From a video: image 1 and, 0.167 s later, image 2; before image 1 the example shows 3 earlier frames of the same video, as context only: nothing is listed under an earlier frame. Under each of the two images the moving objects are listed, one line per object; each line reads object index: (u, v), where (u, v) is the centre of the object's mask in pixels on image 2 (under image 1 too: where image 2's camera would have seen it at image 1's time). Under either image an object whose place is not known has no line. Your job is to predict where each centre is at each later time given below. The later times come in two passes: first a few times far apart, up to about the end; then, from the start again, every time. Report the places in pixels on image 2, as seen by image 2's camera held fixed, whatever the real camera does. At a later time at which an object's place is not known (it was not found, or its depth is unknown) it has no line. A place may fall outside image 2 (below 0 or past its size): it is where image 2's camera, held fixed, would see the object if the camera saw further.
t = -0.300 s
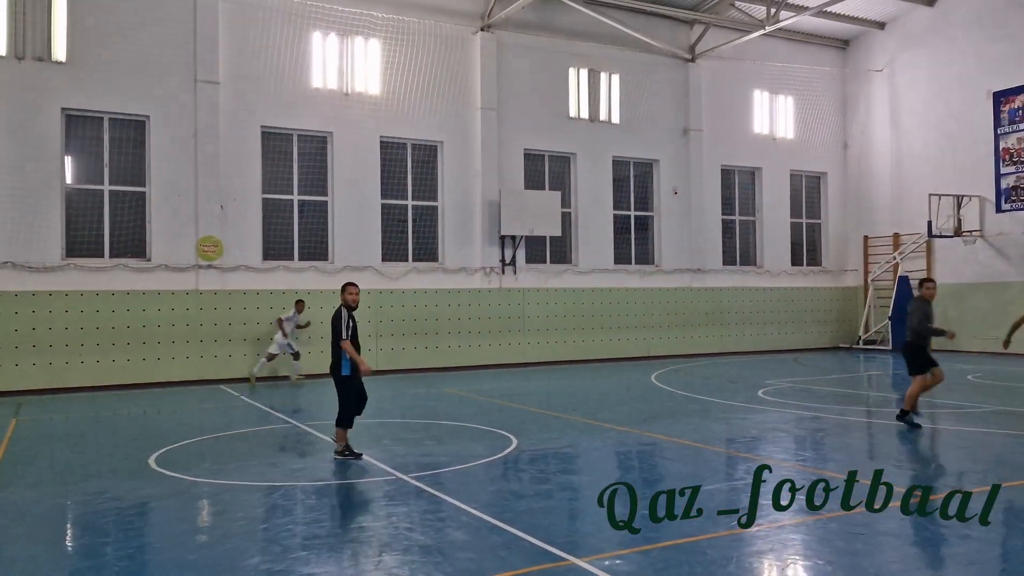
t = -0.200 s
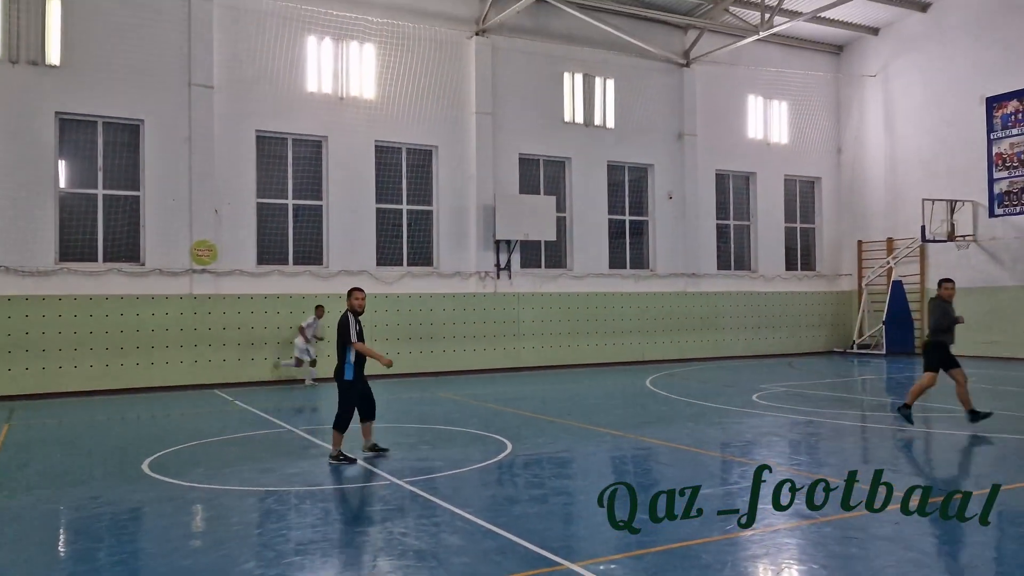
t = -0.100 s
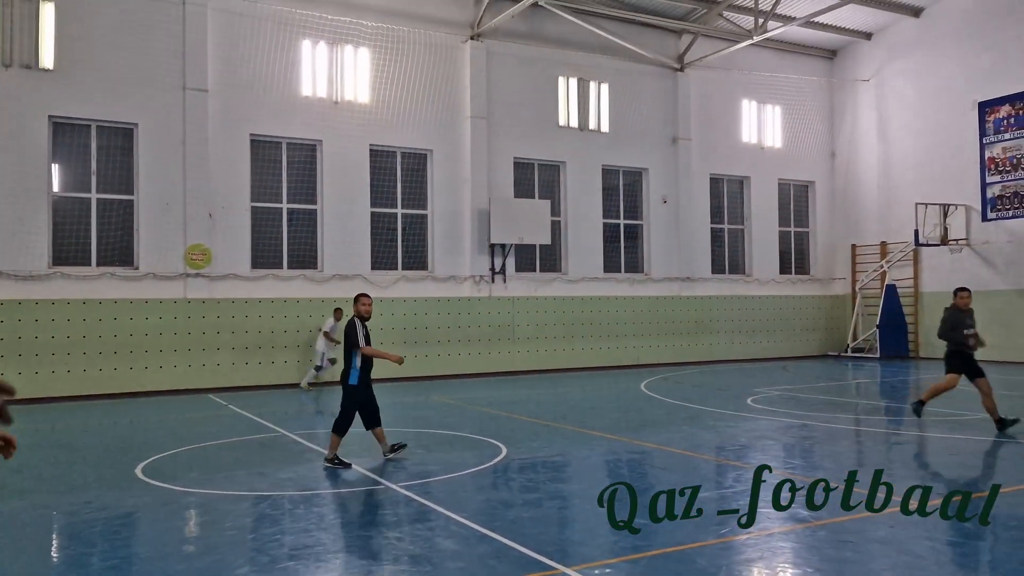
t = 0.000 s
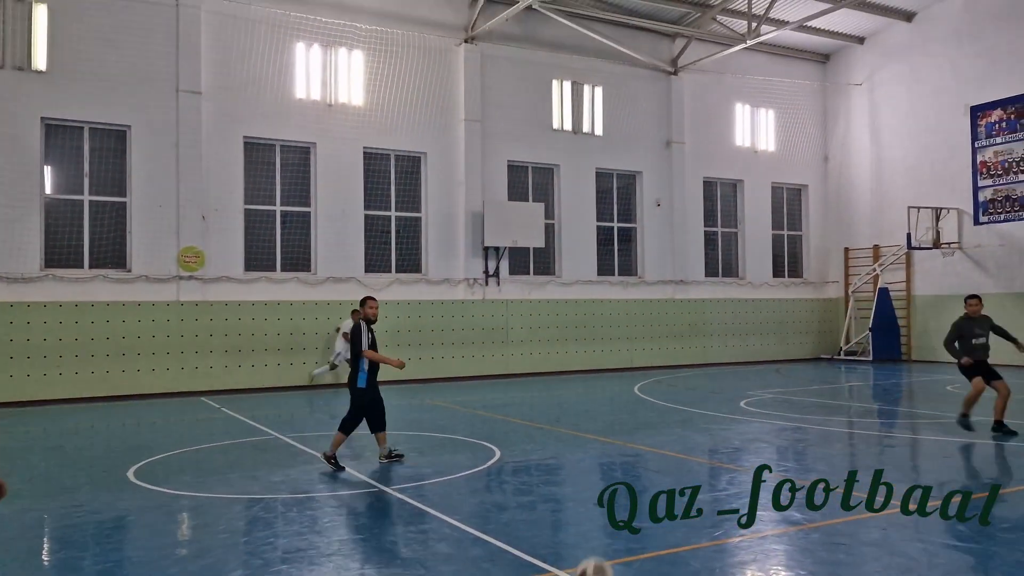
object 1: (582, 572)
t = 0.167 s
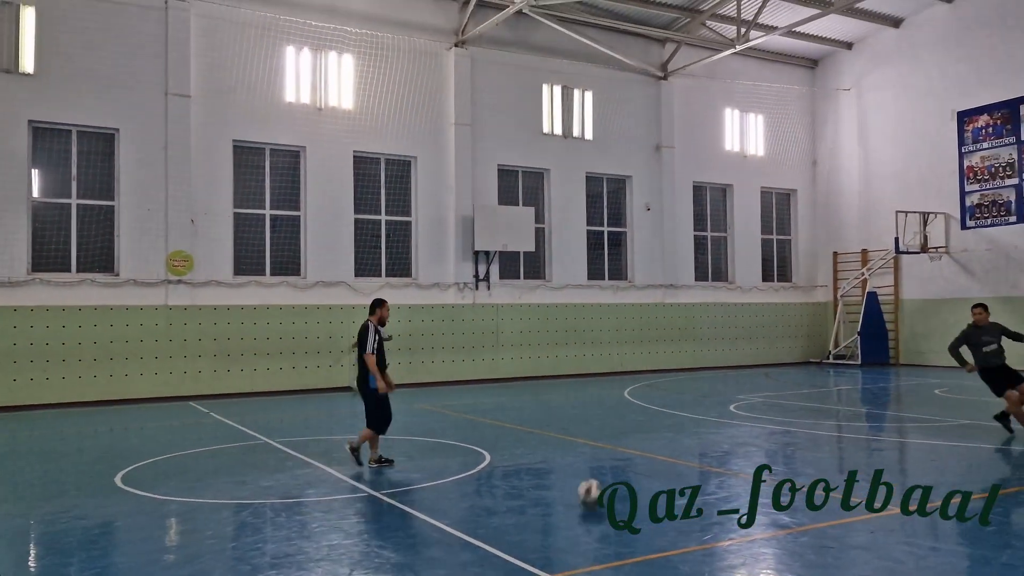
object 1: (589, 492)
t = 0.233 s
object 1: (591, 474)
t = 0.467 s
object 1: (586, 432)
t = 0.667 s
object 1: (581, 414)
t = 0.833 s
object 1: (576, 404)
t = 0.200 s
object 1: (591, 483)
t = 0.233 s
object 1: (591, 474)
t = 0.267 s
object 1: (590, 465)
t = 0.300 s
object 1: (589, 458)
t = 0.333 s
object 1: (588, 451)
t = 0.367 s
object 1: (588, 444)
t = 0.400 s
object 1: (587, 440)
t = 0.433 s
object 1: (587, 437)
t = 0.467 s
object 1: (586, 432)
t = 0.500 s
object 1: (585, 429)
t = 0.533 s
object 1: (585, 425)
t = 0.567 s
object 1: (584, 422)
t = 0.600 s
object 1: (582, 420)
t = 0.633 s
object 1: (581, 417)
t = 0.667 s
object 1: (581, 414)
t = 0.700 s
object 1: (580, 412)
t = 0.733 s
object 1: (580, 410)
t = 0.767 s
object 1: (578, 407)
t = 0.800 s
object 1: (577, 406)
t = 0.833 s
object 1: (576, 404)
